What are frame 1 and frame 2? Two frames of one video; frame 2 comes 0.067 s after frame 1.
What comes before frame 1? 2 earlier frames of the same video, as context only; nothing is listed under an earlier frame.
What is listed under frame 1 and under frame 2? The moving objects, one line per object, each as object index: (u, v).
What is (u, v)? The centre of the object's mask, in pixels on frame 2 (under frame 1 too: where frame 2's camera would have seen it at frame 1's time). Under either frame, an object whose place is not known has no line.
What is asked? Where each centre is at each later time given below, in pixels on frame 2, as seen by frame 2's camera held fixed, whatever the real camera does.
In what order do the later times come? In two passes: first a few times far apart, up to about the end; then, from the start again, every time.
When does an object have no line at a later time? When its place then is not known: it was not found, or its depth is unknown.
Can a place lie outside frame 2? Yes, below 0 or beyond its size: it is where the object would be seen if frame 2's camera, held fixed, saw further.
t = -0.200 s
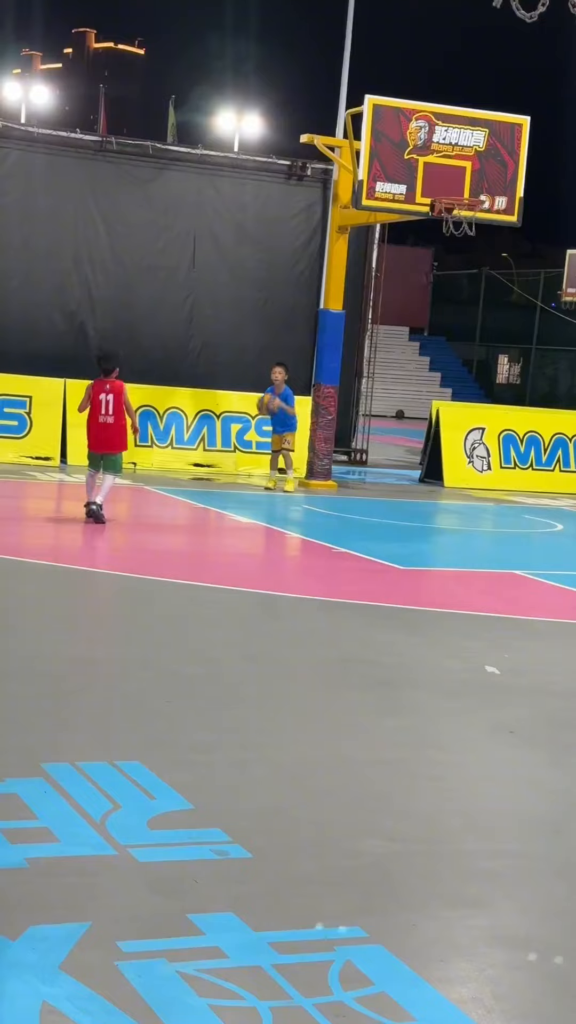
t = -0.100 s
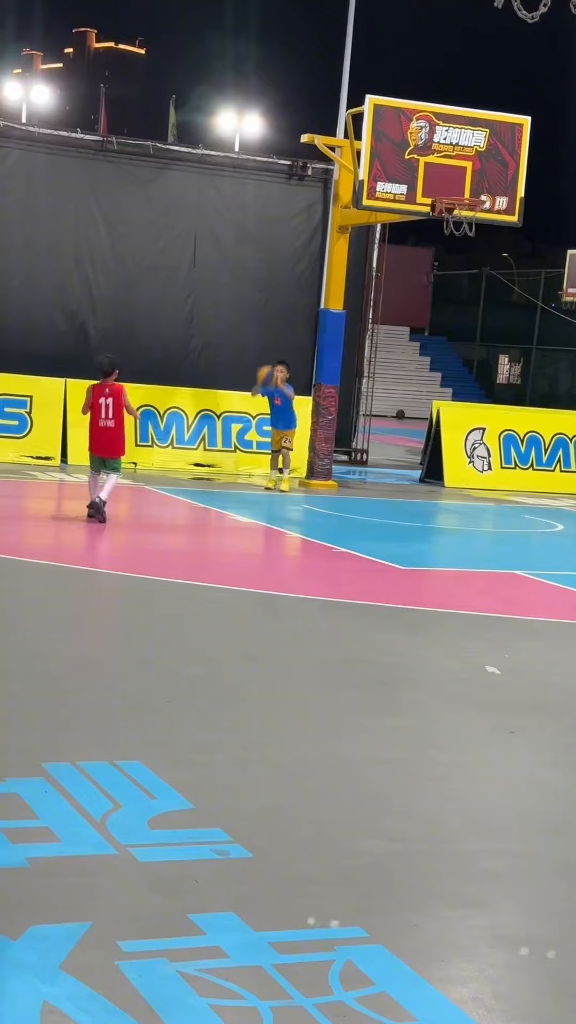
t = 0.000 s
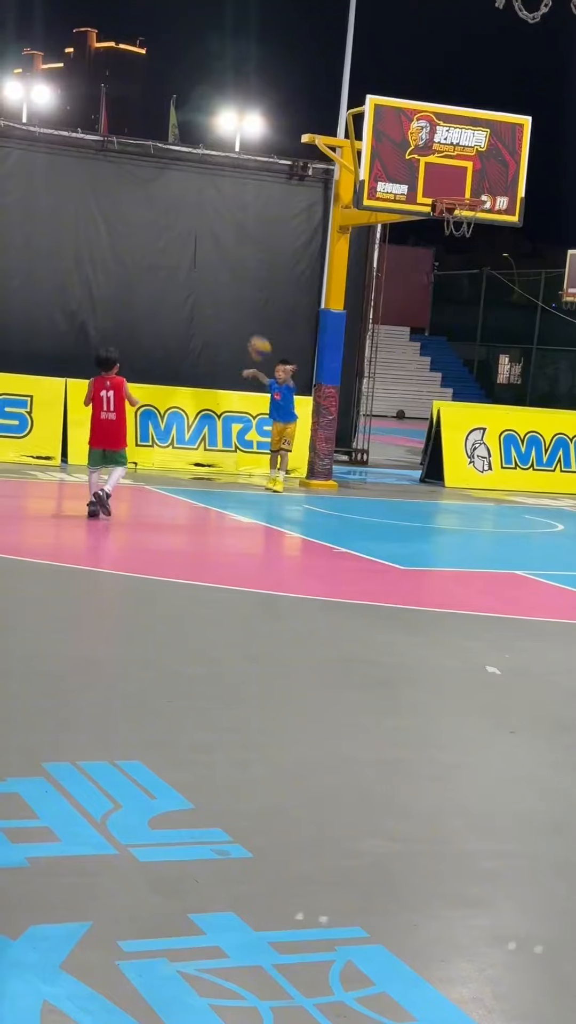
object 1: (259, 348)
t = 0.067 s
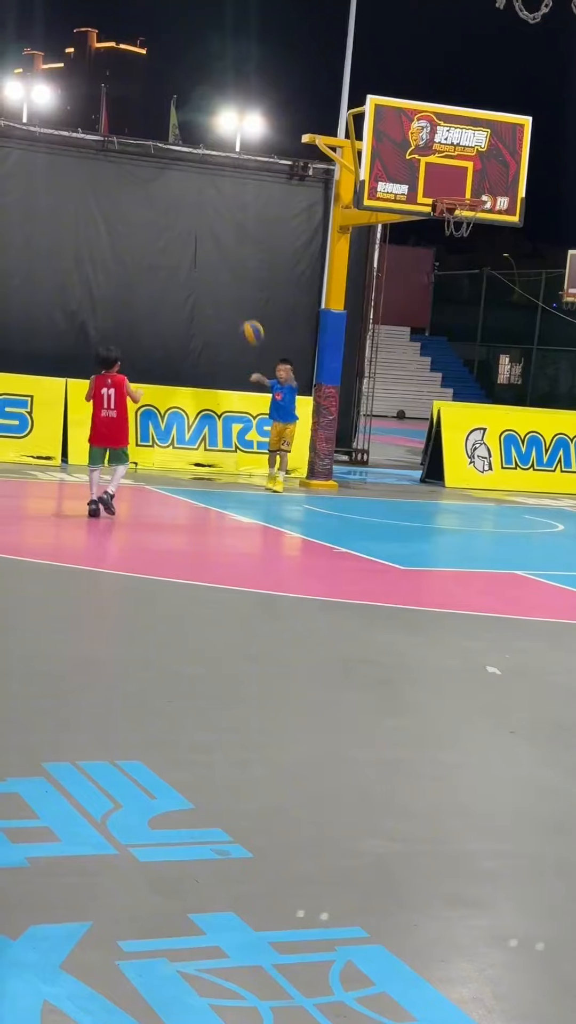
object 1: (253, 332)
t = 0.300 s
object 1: (217, 305)
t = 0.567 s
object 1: (167, 347)
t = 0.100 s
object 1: (247, 325)
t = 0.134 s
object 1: (242, 319)
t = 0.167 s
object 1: (237, 314)
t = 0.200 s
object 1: (233, 311)
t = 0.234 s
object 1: (228, 308)
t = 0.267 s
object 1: (222, 307)
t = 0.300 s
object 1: (217, 305)
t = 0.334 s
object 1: (212, 306)
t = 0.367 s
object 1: (206, 308)
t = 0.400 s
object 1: (200, 312)
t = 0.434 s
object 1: (195, 315)
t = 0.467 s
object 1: (189, 321)
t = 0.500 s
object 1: (180, 329)
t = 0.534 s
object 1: (175, 337)
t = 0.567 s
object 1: (167, 347)
